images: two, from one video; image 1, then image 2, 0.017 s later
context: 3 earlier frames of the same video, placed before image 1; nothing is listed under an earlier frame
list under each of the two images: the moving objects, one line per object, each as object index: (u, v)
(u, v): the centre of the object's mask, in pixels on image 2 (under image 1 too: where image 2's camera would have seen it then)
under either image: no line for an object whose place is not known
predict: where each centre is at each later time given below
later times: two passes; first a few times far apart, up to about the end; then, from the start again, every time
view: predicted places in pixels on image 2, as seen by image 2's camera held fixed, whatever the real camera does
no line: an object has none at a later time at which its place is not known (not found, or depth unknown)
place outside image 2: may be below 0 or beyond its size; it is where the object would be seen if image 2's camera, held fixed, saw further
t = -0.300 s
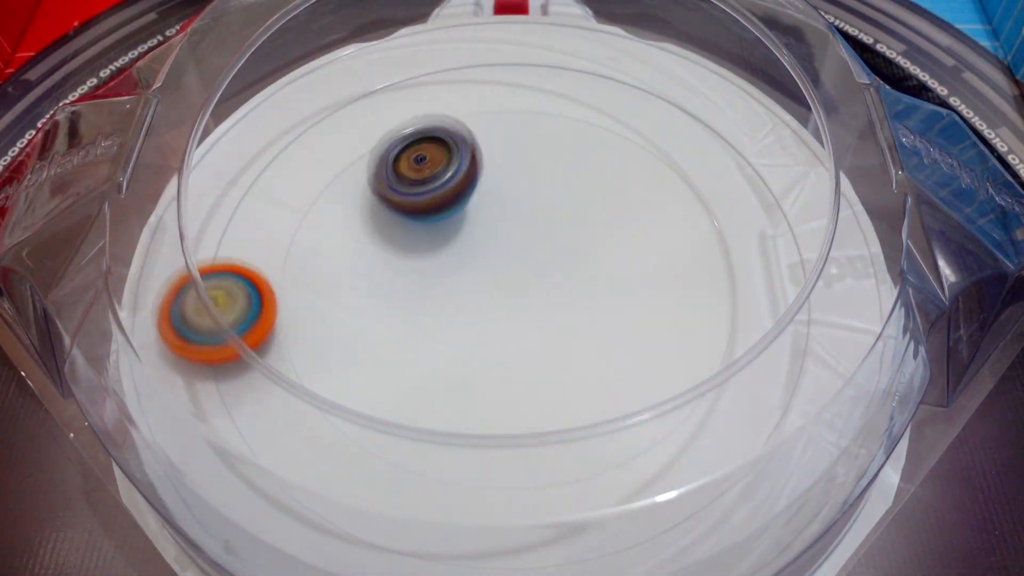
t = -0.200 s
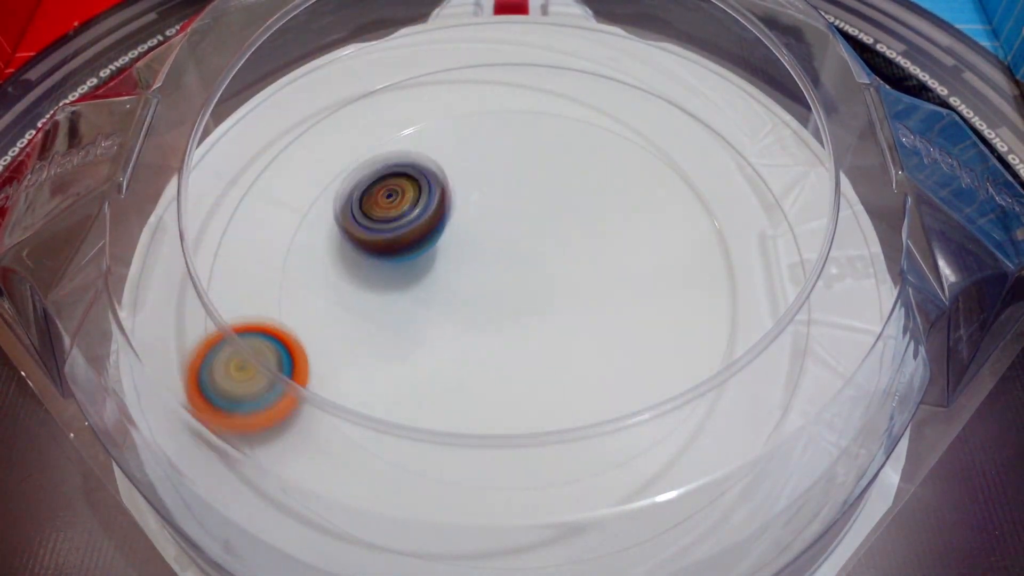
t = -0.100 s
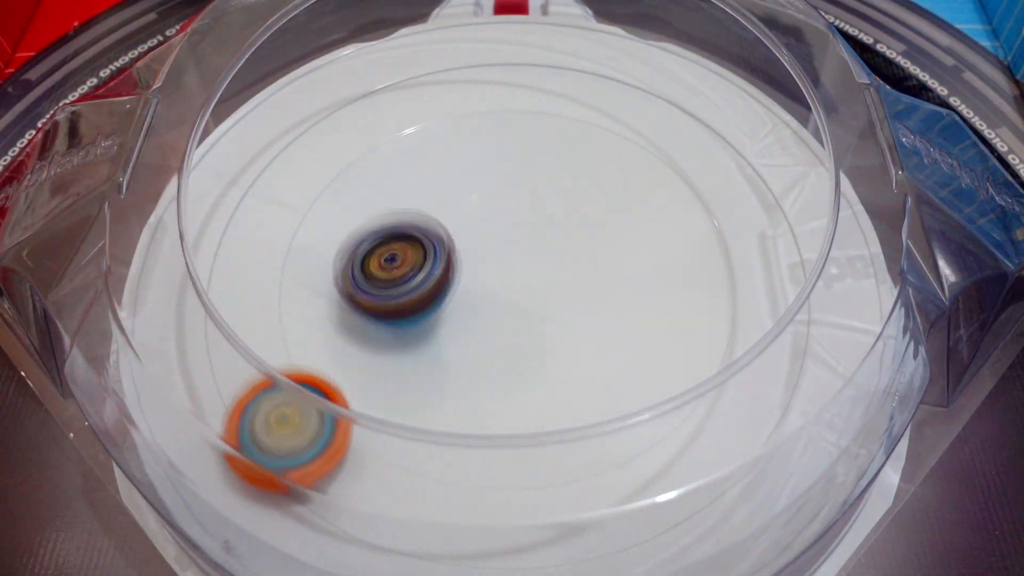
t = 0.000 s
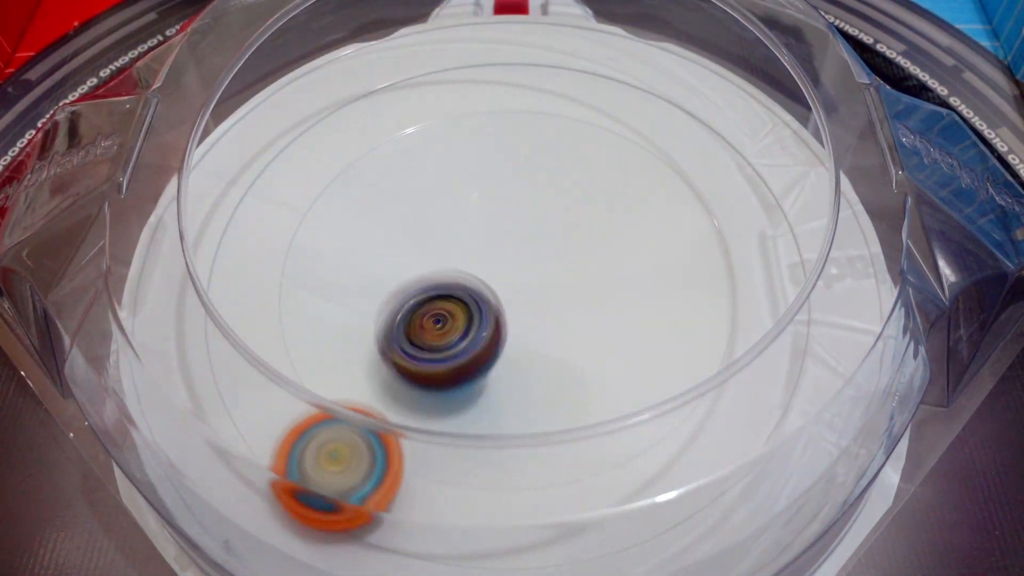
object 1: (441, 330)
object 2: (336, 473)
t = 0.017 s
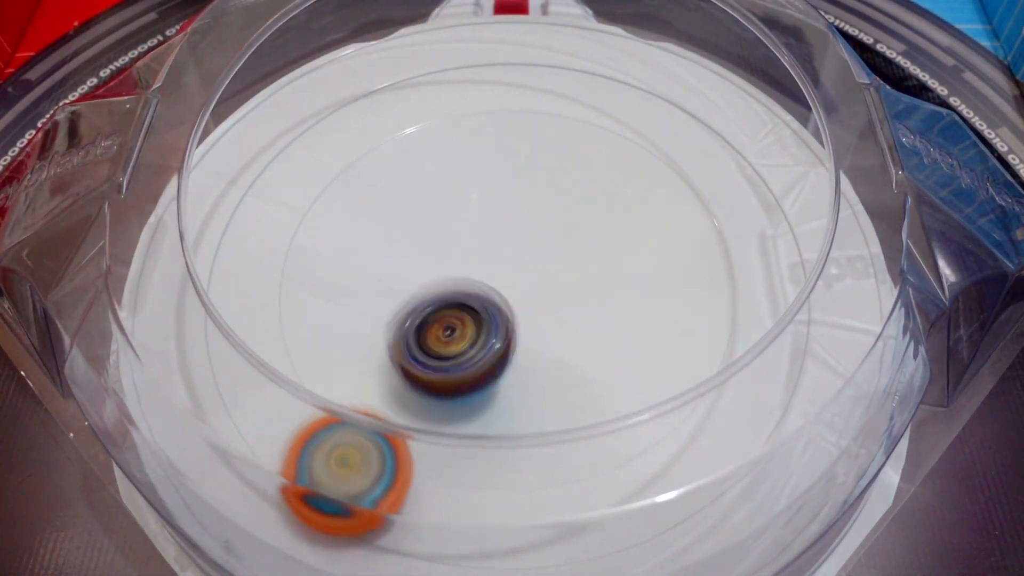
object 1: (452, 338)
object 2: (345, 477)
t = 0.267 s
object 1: (654, 345)
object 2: (481, 475)
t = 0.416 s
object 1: (667, 241)
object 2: (583, 375)
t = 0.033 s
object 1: (464, 345)
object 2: (354, 480)
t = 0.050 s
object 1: (477, 352)
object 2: (363, 484)
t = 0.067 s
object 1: (491, 359)
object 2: (372, 486)
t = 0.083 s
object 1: (504, 364)
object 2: (381, 488)
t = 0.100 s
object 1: (518, 367)
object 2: (390, 490)
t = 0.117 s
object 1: (533, 370)
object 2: (400, 492)
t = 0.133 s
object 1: (547, 372)
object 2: (408, 492)
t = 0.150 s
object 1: (563, 373)
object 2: (417, 493)
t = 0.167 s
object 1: (576, 371)
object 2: (427, 493)
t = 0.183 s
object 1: (591, 369)
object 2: (435, 492)
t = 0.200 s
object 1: (605, 366)
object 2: (444, 491)
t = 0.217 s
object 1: (618, 363)
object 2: (454, 490)
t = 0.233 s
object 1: (631, 358)
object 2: (462, 488)
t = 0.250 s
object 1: (642, 352)
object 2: (472, 486)
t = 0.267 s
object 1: (654, 345)
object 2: (481, 475)
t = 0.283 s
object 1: (664, 337)
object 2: (490, 469)
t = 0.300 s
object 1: (672, 328)
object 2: (501, 463)
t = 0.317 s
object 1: (676, 317)
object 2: (512, 454)
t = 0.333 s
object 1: (680, 305)
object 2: (523, 444)
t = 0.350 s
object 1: (680, 292)
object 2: (535, 433)
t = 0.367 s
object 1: (680, 280)
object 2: (547, 418)
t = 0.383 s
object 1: (677, 267)
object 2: (557, 395)
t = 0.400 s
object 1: (674, 255)
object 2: (571, 386)
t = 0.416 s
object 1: (667, 241)
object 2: (583, 375)
